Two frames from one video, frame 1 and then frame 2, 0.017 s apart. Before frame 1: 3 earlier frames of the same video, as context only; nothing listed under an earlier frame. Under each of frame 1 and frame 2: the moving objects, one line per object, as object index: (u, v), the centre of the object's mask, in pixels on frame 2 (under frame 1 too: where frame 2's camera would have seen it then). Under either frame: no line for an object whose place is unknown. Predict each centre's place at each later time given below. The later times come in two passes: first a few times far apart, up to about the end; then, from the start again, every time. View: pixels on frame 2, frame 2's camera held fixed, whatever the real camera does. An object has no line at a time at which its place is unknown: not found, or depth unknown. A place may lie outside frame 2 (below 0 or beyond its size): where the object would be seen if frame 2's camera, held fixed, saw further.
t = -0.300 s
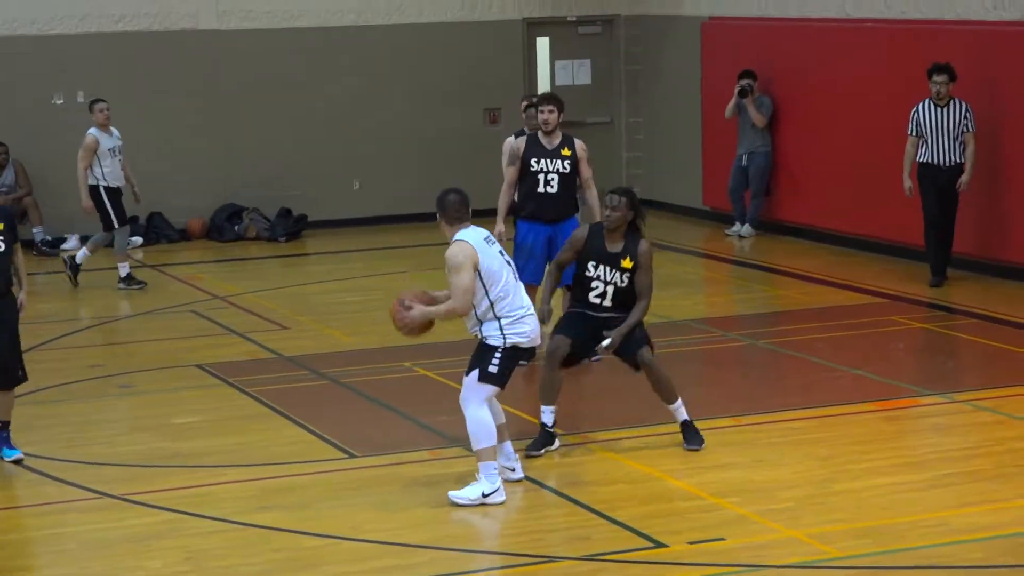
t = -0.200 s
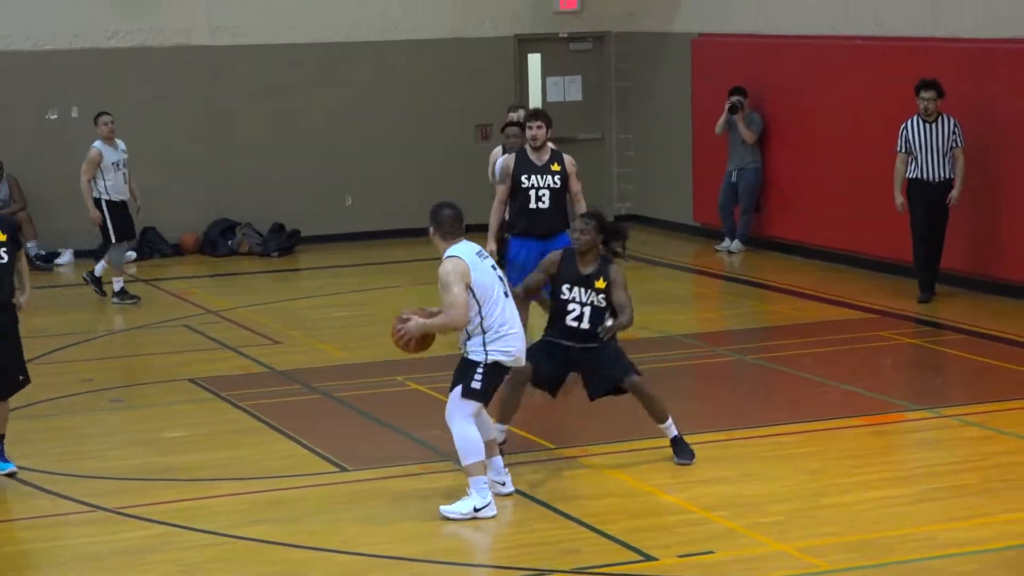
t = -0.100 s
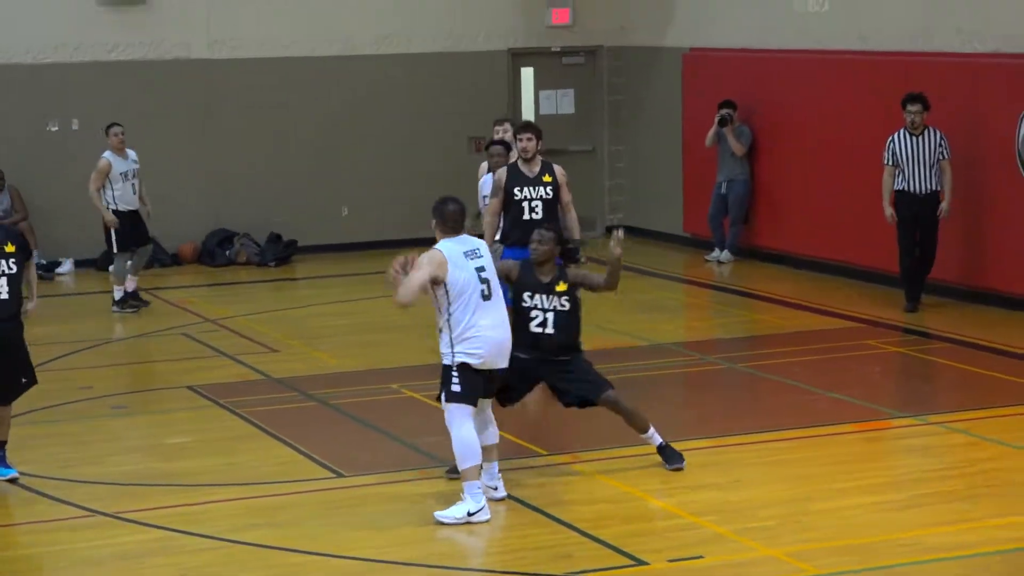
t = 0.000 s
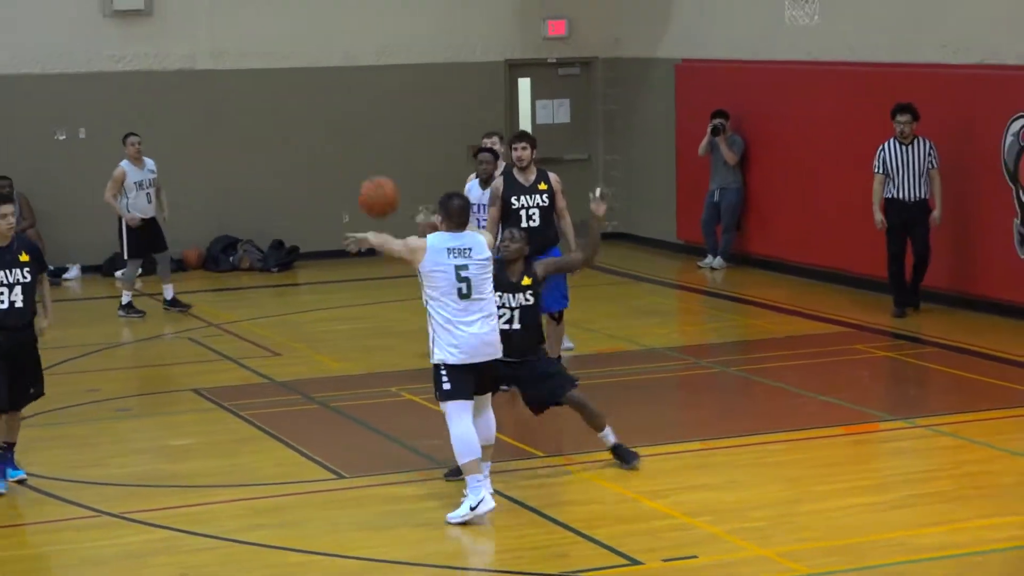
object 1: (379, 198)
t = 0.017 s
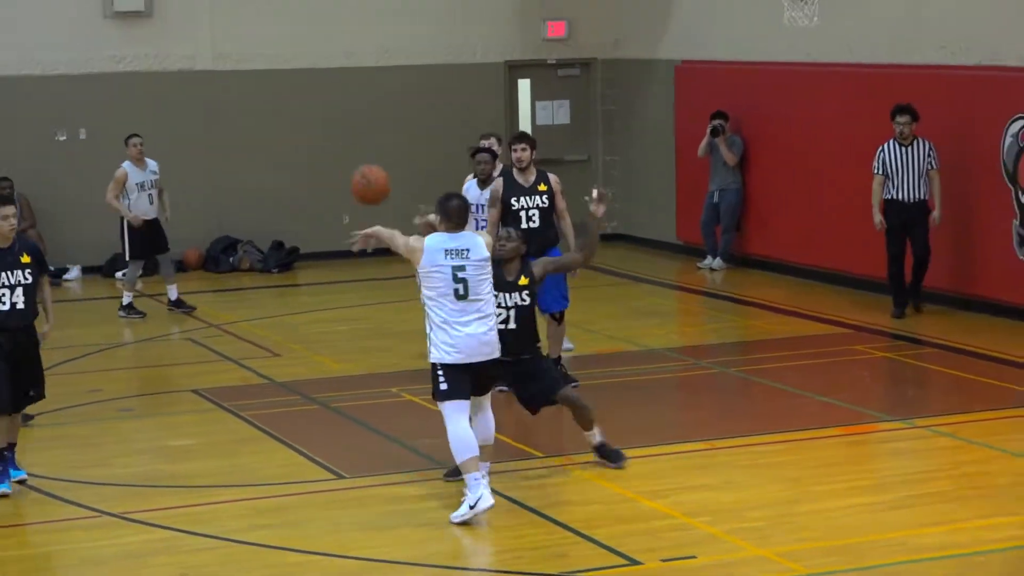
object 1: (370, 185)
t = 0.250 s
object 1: (284, 69)
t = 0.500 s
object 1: (222, 46)
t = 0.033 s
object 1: (363, 172)
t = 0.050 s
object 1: (357, 160)
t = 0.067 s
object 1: (351, 151)
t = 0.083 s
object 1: (343, 140)
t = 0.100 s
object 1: (337, 131)
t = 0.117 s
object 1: (331, 122)
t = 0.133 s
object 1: (324, 114)
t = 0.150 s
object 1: (318, 106)
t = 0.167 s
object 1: (312, 99)
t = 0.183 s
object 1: (307, 92)
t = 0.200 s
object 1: (301, 86)
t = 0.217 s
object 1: (296, 80)
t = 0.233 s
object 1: (290, 75)
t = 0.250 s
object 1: (284, 69)
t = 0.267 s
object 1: (279, 65)
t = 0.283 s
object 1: (274, 62)
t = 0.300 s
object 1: (270, 58)
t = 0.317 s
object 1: (266, 55)
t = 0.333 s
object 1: (262, 52)
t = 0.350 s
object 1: (258, 50)
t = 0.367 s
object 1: (253, 48)
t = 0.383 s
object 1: (248, 47)
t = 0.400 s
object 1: (244, 46)
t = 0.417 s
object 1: (241, 45)
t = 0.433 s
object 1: (237, 45)
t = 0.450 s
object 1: (232, 44)
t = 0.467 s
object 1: (229, 45)
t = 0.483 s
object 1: (225, 45)
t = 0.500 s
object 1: (222, 46)
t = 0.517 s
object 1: (218, 48)
